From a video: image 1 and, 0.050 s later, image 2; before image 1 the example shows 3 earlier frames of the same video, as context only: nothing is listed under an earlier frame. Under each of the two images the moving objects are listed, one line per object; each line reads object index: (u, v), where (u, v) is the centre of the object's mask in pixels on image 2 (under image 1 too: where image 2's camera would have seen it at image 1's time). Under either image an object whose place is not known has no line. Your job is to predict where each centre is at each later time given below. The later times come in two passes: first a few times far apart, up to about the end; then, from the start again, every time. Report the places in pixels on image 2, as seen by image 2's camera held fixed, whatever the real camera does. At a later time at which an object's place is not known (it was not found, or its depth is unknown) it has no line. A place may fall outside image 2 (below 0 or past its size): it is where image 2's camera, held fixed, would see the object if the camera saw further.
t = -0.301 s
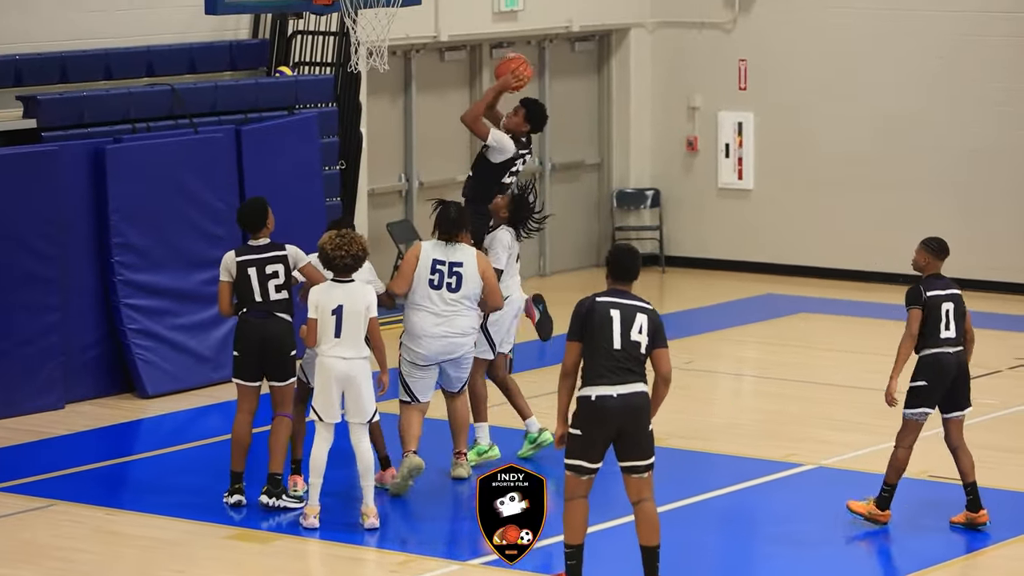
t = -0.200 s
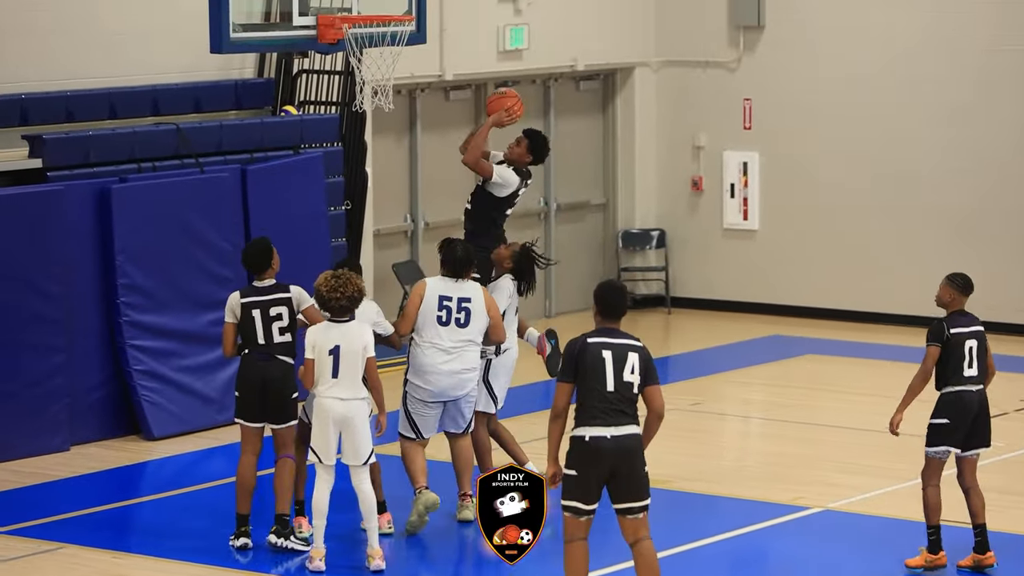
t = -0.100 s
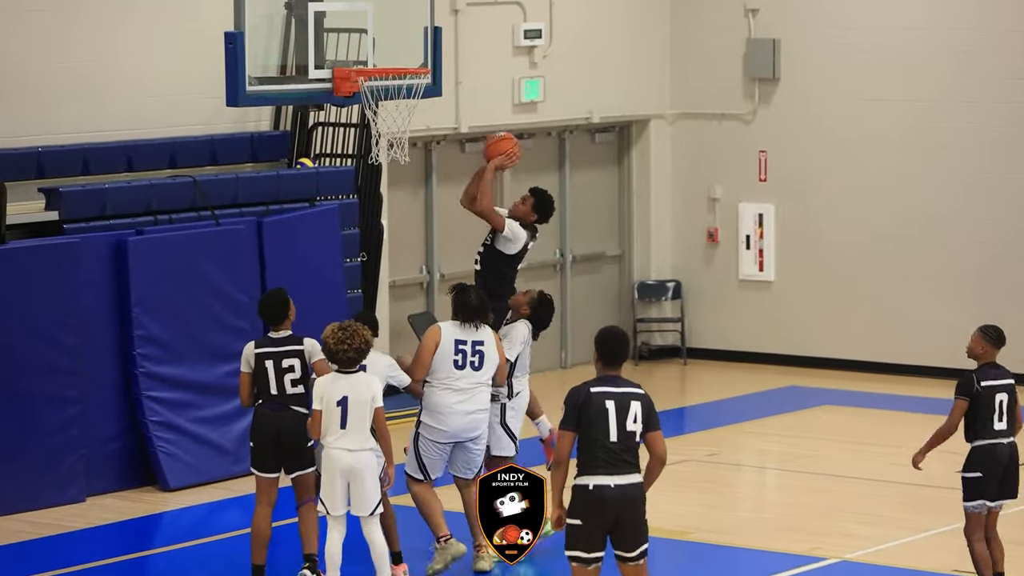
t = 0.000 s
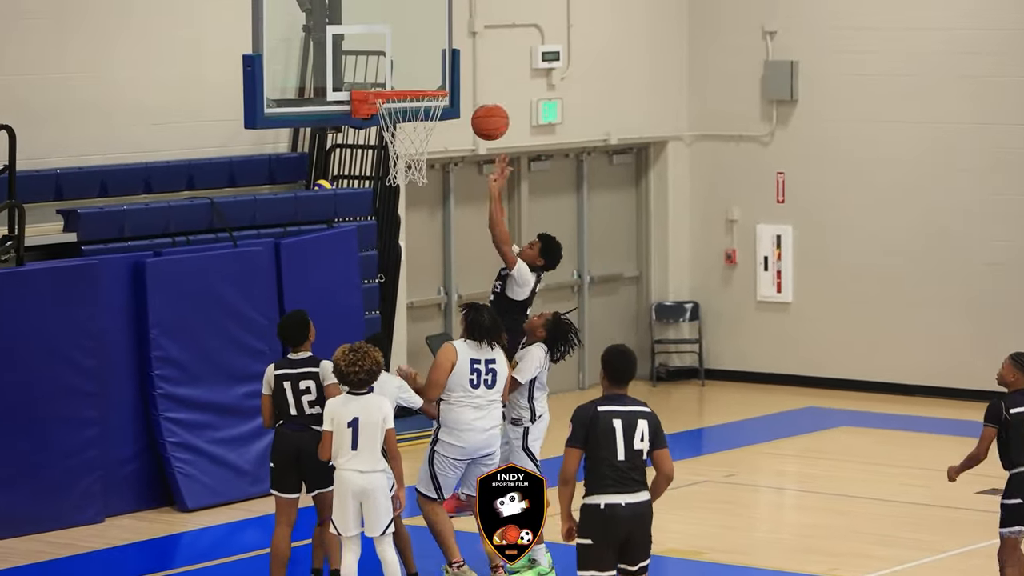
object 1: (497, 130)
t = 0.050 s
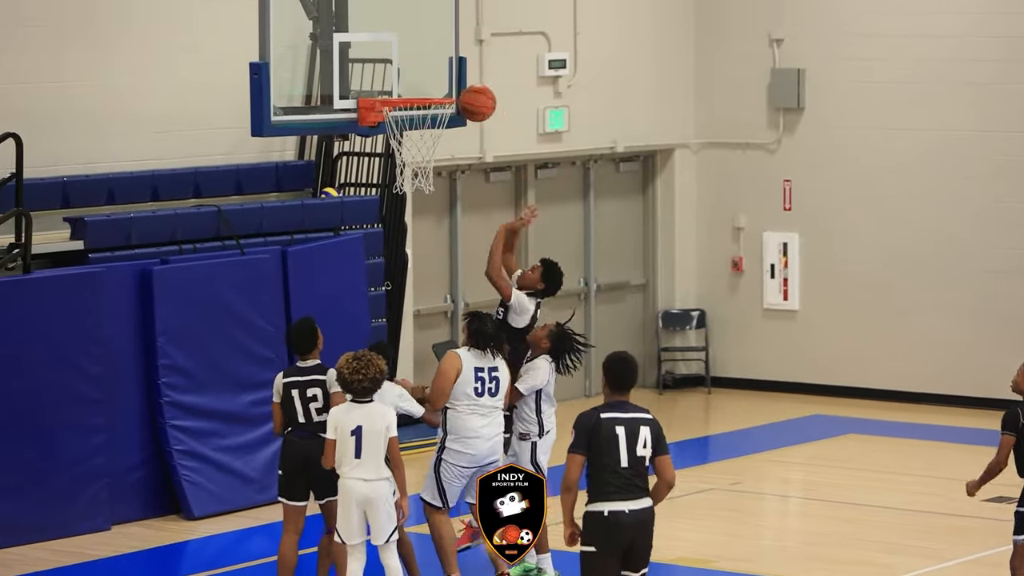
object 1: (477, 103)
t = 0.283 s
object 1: (440, 48)
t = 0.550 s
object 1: (429, 83)
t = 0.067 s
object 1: (471, 95)
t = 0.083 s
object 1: (464, 87)
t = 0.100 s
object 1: (458, 80)
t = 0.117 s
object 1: (451, 73)
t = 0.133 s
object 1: (444, 67)
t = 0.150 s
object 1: (438, 61)
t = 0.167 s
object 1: (438, 58)
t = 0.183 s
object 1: (438, 55)
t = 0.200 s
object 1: (438, 53)
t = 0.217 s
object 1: (438, 51)
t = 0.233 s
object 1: (439, 50)
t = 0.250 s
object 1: (439, 49)
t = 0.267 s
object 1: (439, 49)
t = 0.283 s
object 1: (440, 48)
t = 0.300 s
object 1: (440, 49)
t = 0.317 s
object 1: (440, 50)
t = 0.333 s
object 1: (440, 51)
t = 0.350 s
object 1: (440, 53)
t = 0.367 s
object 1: (440, 55)
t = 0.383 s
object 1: (441, 58)
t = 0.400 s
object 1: (441, 61)
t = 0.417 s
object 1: (442, 65)
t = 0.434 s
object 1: (442, 69)
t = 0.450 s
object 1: (442, 74)
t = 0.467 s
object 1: (442, 79)
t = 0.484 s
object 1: (443, 83)
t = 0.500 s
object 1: (439, 83)
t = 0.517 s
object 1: (436, 83)
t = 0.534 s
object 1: (433, 83)
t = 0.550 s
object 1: (429, 83)
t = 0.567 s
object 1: (425, 84)
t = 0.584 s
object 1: (422, 85)
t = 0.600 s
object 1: (418, 86)
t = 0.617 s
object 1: (415, 88)
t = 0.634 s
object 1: (411, 90)
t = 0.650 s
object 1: (408, 99)
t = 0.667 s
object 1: (405, 103)
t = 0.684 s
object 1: (402, 108)
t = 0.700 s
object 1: (400, 112)
